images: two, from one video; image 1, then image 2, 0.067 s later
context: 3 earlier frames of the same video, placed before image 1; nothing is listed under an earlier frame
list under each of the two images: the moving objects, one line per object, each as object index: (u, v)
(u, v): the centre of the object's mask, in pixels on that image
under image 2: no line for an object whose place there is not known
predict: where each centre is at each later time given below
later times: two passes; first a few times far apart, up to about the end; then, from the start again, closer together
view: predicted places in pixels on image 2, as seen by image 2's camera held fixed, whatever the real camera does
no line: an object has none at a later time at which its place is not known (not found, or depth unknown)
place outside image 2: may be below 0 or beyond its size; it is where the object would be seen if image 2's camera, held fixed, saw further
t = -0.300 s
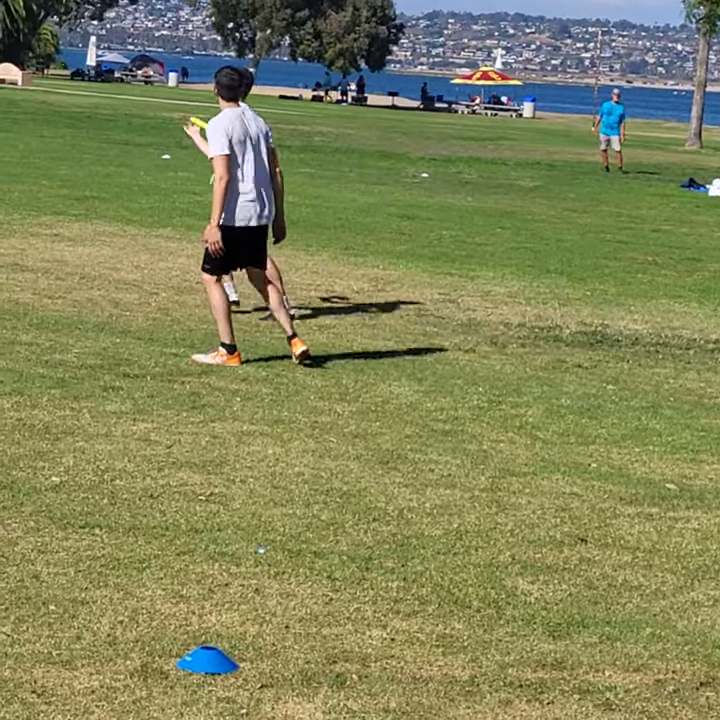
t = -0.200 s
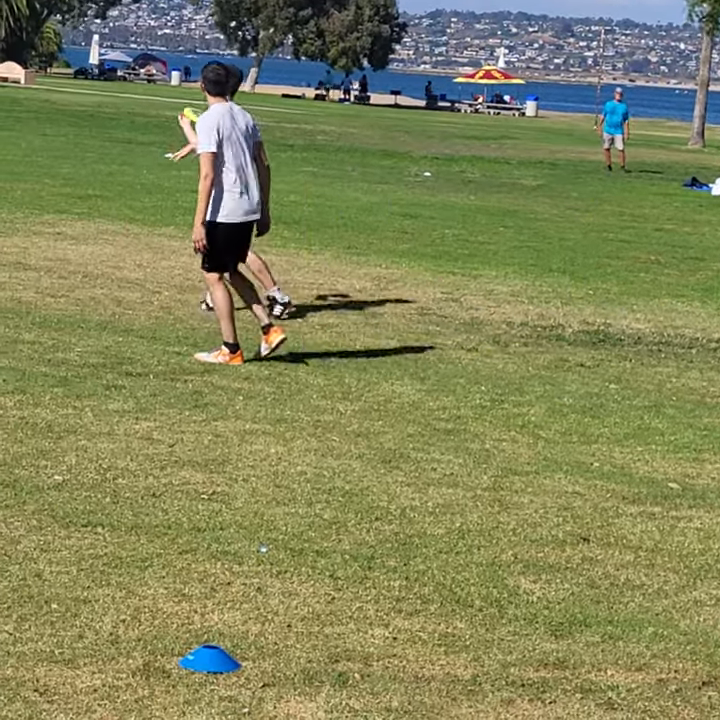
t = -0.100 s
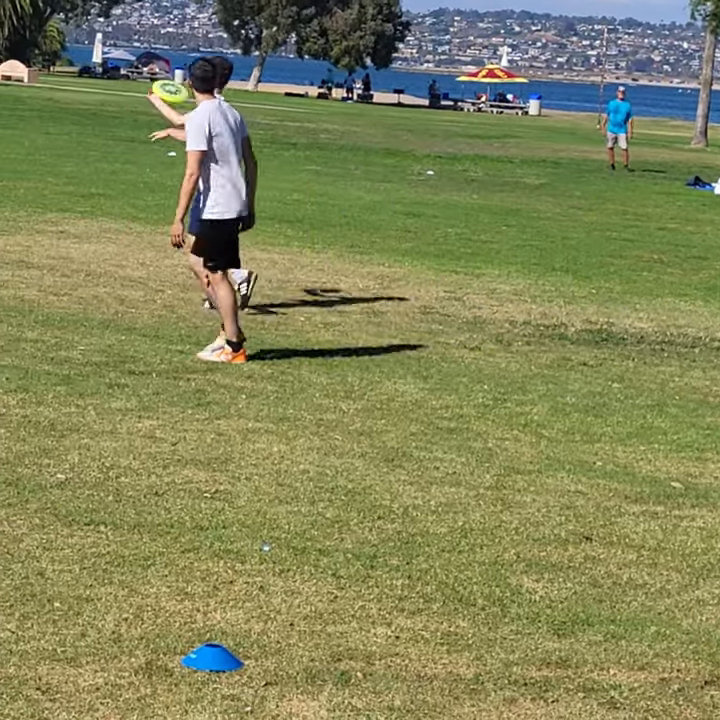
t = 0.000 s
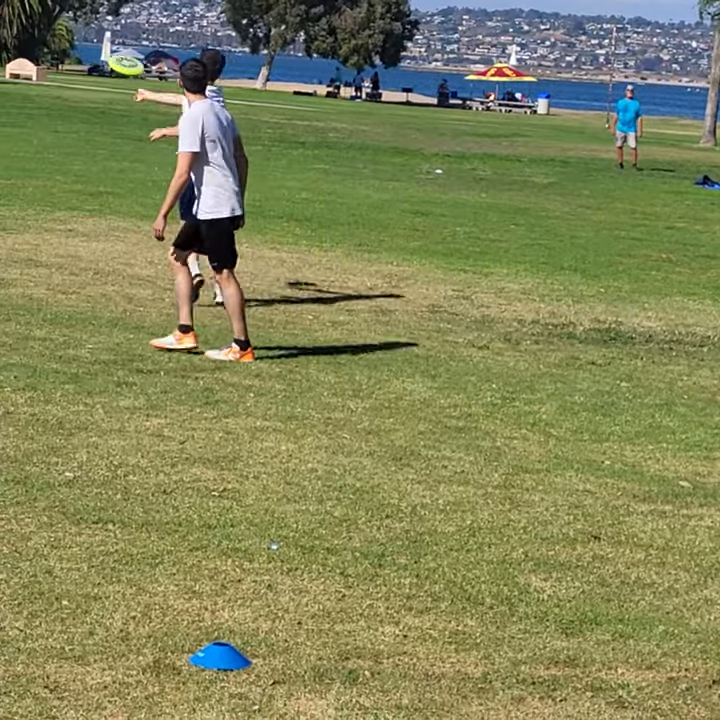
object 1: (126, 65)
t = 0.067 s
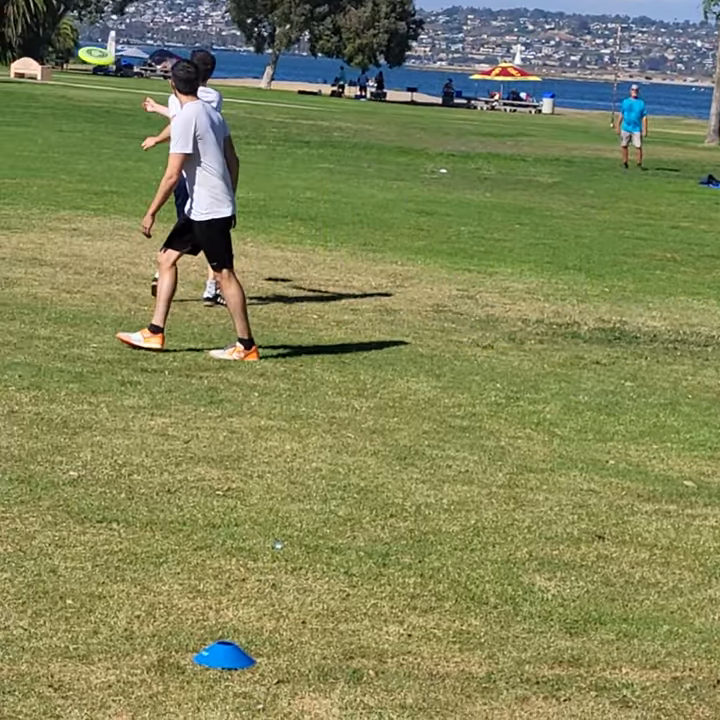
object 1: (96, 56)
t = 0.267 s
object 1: (-6, 62)
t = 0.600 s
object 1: (-164, 139)
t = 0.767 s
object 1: (-237, 195)
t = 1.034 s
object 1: (-322, 233)
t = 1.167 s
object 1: (-354, 231)
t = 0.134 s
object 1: (62, 53)
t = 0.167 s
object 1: (45, 54)
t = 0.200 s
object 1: (28, 55)
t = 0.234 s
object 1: (11, 57)
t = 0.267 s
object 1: (-6, 62)
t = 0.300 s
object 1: (-22, 67)
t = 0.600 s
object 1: (-164, 139)
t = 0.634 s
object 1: (-179, 149)
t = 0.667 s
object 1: (-194, 160)
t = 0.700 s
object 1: (-208, 172)
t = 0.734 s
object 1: (-223, 183)
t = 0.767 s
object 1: (-237, 195)
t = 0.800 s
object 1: (-251, 208)
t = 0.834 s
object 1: (-265, 221)
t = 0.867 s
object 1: (-279, 234)
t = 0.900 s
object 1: (-292, 244)
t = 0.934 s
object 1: (-300, 244)
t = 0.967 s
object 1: (-305, 240)
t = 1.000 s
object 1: (-313, 236)
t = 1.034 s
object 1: (-322, 233)
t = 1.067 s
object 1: (-329, 230)
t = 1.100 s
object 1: (-335, 230)
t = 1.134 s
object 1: (-345, 228)
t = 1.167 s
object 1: (-354, 231)
